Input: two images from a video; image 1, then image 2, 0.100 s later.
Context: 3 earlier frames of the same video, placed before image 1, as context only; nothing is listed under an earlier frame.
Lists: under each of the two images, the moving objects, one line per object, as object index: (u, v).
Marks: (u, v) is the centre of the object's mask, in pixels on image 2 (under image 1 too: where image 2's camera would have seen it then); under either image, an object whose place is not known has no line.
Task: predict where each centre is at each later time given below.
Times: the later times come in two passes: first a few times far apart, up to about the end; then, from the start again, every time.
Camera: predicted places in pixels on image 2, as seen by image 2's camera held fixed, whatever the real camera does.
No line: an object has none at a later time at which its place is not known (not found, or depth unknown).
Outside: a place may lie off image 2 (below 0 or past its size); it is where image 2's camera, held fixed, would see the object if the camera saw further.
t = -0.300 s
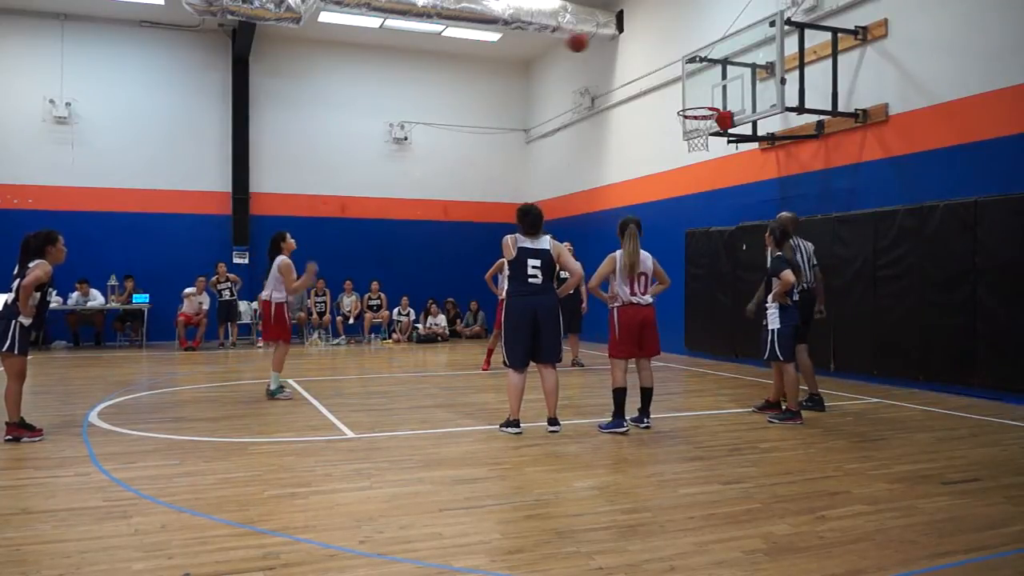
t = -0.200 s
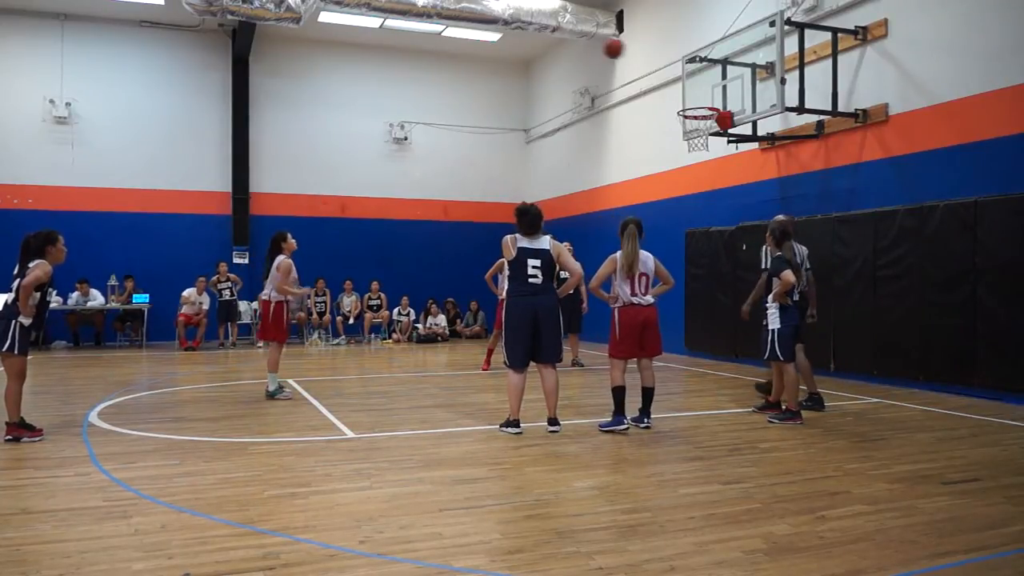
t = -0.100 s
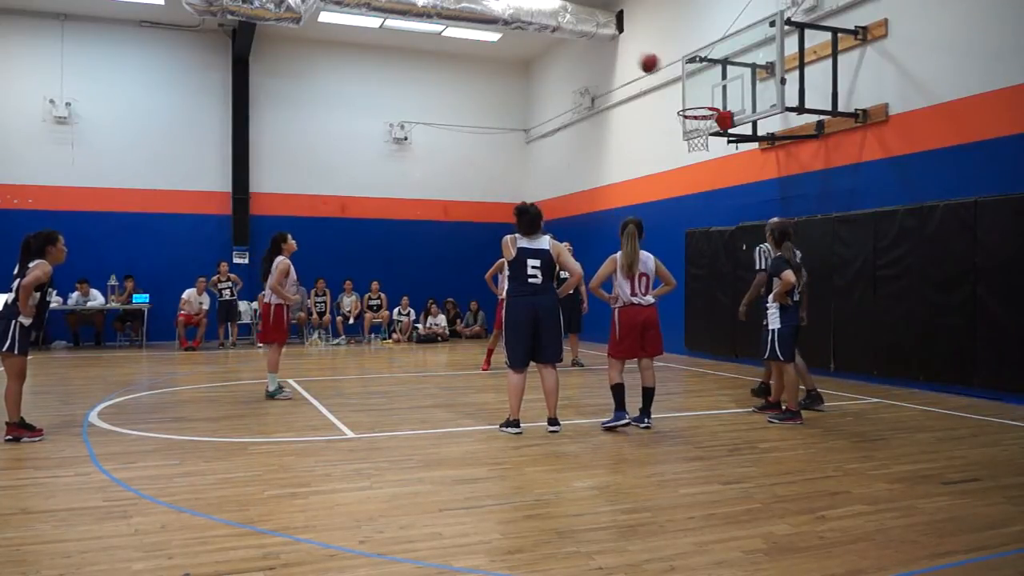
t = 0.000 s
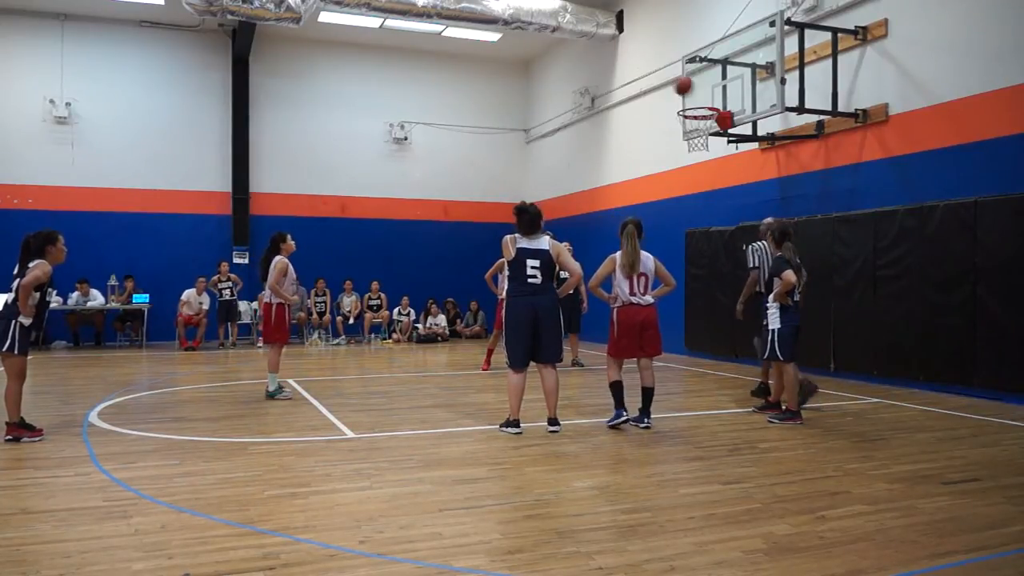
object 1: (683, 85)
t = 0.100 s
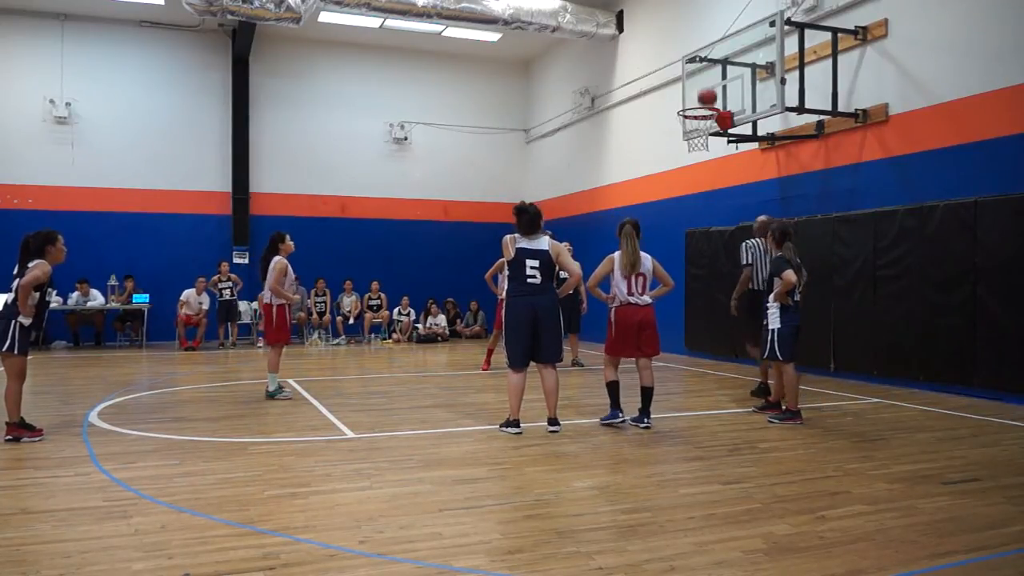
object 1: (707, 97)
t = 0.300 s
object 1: (710, 43)
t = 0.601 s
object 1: (715, 21)
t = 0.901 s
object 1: (721, 88)
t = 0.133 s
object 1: (707, 86)
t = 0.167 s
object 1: (708, 76)
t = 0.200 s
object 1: (708, 67)
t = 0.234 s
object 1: (709, 58)
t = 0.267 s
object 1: (709, 50)
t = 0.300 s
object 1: (710, 43)
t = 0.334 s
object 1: (710, 37)
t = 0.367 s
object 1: (711, 31)
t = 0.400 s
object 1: (711, 27)
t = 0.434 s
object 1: (712, 24)
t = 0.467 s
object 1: (712, 21)
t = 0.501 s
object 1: (713, 20)
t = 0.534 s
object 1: (714, 19)
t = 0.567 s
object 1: (714, 20)
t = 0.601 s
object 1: (715, 21)
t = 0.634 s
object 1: (715, 24)
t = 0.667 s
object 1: (716, 28)
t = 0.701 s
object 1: (716, 33)
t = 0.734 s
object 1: (717, 39)
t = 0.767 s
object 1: (718, 46)
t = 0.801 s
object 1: (719, 55)
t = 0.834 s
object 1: (719, 65)
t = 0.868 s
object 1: (720, 76)
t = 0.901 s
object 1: (721, 88)
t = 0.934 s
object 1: (721, 102)
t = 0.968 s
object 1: (723, 119)
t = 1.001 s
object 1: (723, 135)
